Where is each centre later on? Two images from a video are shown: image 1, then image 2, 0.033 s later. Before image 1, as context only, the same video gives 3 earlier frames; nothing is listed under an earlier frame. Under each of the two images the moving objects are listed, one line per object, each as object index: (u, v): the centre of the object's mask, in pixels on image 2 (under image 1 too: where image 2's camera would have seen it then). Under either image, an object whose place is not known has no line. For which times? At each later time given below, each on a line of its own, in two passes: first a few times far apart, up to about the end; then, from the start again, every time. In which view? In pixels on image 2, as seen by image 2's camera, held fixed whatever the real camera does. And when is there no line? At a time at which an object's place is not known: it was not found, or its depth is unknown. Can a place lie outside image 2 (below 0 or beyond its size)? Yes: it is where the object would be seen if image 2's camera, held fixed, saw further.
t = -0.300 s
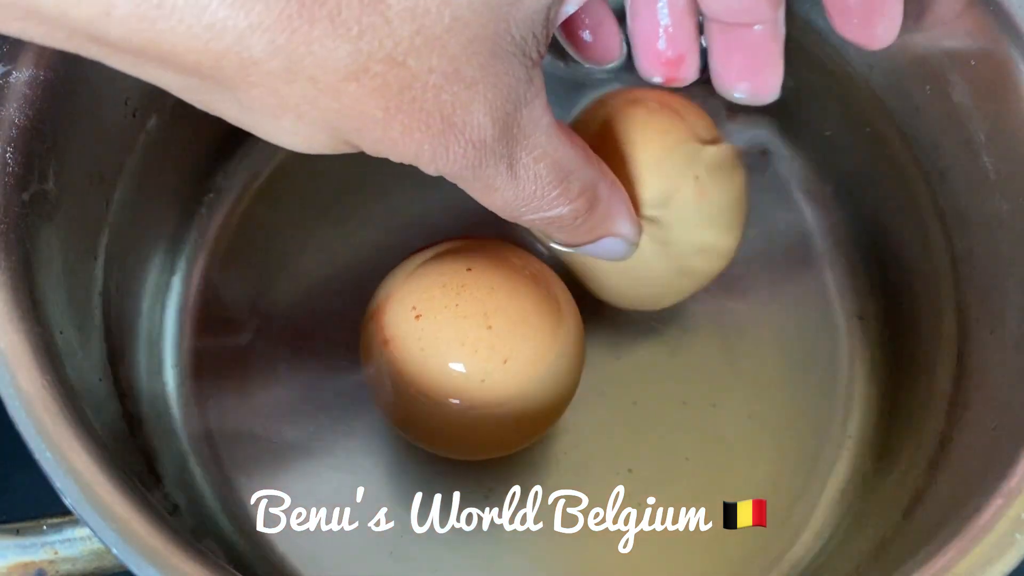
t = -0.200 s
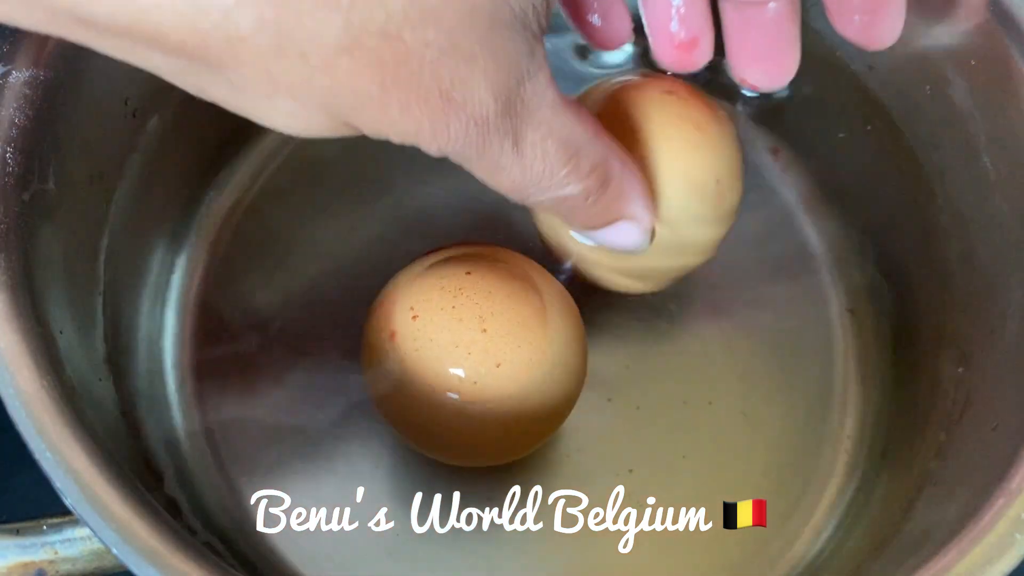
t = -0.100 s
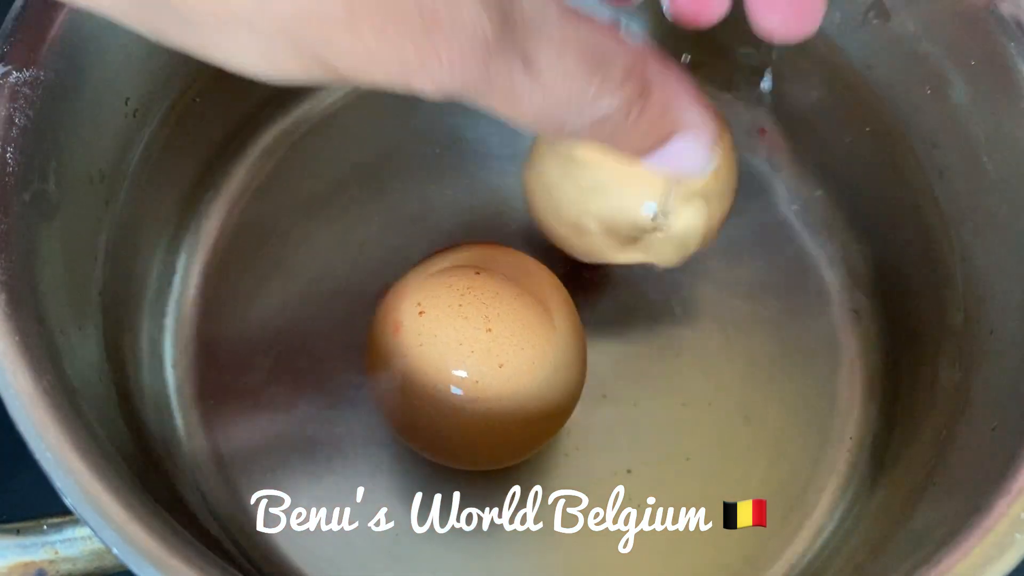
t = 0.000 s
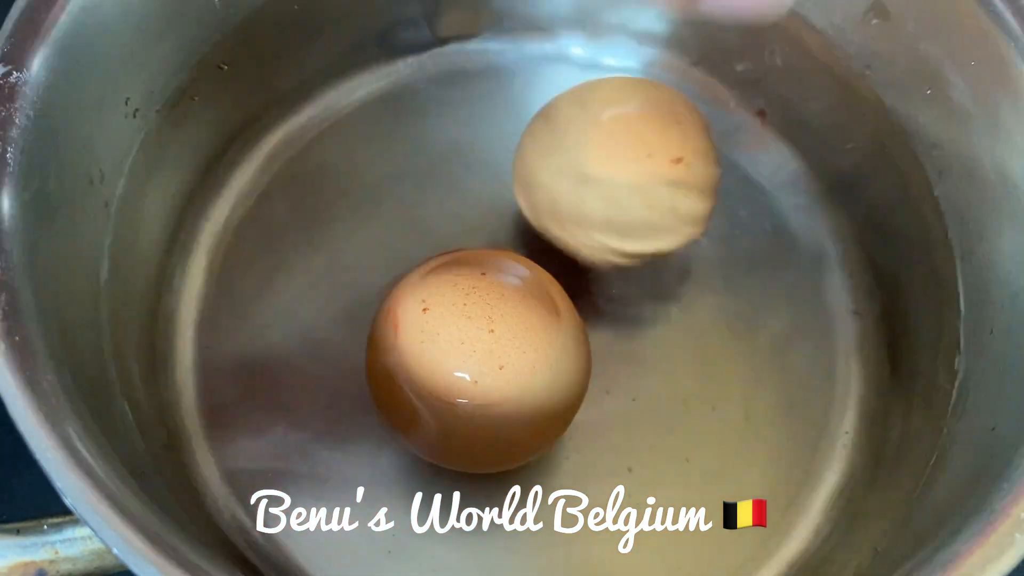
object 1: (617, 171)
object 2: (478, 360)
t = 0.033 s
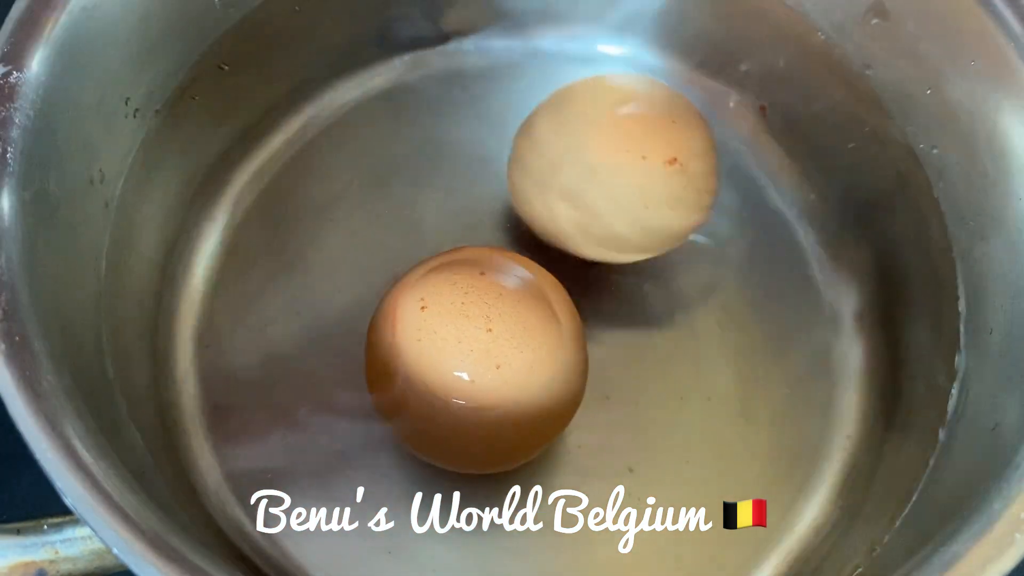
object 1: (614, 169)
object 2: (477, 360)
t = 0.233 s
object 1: (600, 157)
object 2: (479, 367)
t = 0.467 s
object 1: (588, 147)
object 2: (479, 372)
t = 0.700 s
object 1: (579, 140)
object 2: (483, 377)
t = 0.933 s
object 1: (573, 131)
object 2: (481, 378)
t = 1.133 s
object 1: (572, 127)
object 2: (479, 386)
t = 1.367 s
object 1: (570, 121)
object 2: (478, 386)
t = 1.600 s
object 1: (572, 119)
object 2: (477, 390)
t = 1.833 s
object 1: (579, 117)
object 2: (473, 391)
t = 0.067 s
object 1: (610, 167)
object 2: (476, 359)
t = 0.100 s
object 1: (607, 166)
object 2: (477, 360)
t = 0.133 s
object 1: (606, 163)
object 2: (477, 362)
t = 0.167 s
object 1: (606, 160)
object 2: (477, 363)
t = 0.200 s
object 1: (603, 158)
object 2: (478, 365)
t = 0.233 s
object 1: (600, 157)
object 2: (479, 367)
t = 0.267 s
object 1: (596, 158)
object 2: (480, 369)
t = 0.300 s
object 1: (594, 156)
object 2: (481, 369)
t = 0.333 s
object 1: (594, 153)
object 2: (482, 369)
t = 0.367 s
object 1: (593, 151)
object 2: (482, 368)
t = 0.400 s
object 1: (591, 149)
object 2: (481, 368)
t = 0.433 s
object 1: (590, 147)
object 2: (480, 370)
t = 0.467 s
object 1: (588, 147)
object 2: (479, 372)
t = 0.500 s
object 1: (585, 146)
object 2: (479, 373)
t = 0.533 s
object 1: (584, 144)
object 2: (480, 374)
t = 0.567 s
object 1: (583, 142)
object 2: (481, 375)
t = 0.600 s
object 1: (581, 141)
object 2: (480, 376)
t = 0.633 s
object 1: (580, 141)
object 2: (480, 377)
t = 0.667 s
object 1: (579, 140)
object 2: (482, 377)
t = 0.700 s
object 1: (579, 140)
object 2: (483, 377)
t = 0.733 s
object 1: (579, 140)
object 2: (483, 378)
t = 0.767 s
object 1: (579, 137)
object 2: (481, 378)
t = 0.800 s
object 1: (578, 135)
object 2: (481, 378)
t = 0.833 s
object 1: (577, 134)
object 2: (481, 377)
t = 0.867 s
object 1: (575, 133)
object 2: (482, 378)
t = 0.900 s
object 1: (574, 131)
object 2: (481, 379)
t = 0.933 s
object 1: (573, 131)
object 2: (481, 378)
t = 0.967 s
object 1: (572, 130)
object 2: (480, 379)
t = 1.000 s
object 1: (572, 129)
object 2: (480, 380)
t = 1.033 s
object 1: (571, 129)
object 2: (479, 383)
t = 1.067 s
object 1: (571, 128)
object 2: (478, 384)
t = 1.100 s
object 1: (571, 127)
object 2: (478, 385)
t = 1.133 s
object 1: (572, 127)
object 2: (479, 386)
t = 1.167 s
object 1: (572, 126)
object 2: (481, 386)
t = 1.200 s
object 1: (571, 126)
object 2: (481, 386)
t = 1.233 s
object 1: (570, 125)
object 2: (482, 386)
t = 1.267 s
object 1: (570, 124)
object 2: (482, 386)
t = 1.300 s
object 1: (570, 123)
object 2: (481, 385)
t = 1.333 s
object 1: (570, 122)
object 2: (479, 385)
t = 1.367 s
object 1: (570, 121)
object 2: (478, 386)
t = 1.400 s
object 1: (570, 121)
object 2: (477, 386)
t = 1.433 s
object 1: (570, 121)
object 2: (476, 386)
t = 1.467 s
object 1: (570, 121)
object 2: (476, 387)
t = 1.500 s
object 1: (570, 121)
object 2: (476, 387)
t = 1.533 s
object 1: (571, 121)
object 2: (477, 389)
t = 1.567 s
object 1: (571, 120)
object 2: (477, 390)
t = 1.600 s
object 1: (572, 119)
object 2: (477, 390)
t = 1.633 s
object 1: (573, 118)
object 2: (477, 391)
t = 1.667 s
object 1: (574, 118)
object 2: (476, 391)
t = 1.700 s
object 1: (576, 118)
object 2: (476, 391)
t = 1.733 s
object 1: (577, 118)
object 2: (475, 391)
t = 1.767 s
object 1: (578, 118)
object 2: (474, 391)
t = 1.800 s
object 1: (579, 117)
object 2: (474, 391)
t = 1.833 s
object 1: (579, 117)
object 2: (473, 391)
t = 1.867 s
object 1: (579, 116)
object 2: (473, 392)
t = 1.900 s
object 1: (580, 116)
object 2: (472, 393)
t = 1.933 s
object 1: (581, 116)
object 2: (471, 393)
